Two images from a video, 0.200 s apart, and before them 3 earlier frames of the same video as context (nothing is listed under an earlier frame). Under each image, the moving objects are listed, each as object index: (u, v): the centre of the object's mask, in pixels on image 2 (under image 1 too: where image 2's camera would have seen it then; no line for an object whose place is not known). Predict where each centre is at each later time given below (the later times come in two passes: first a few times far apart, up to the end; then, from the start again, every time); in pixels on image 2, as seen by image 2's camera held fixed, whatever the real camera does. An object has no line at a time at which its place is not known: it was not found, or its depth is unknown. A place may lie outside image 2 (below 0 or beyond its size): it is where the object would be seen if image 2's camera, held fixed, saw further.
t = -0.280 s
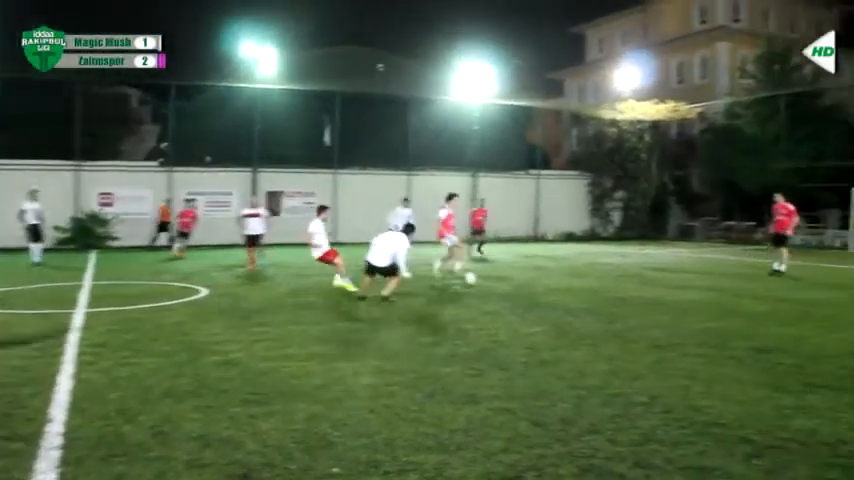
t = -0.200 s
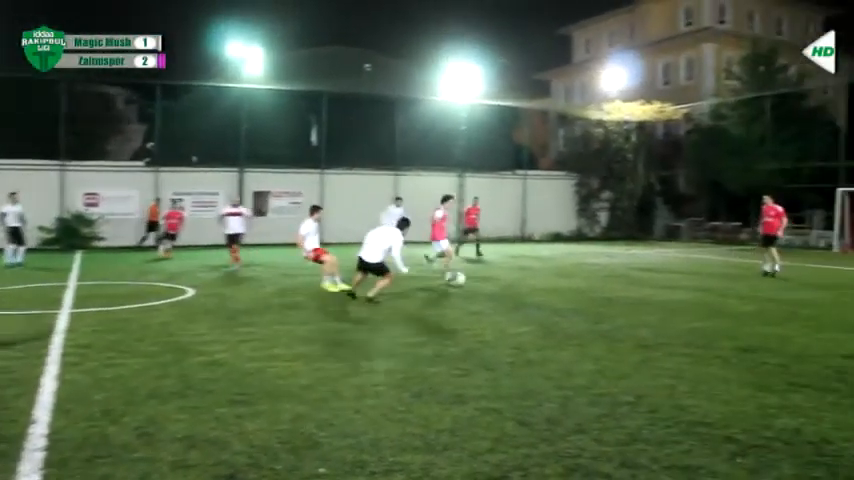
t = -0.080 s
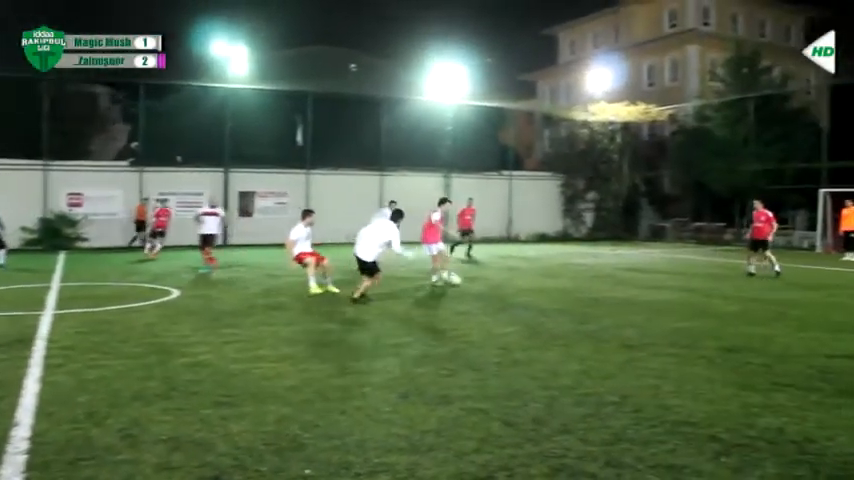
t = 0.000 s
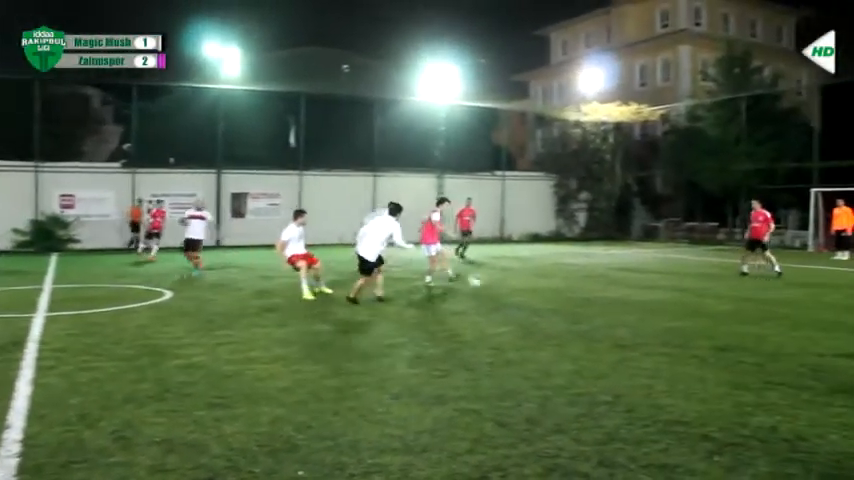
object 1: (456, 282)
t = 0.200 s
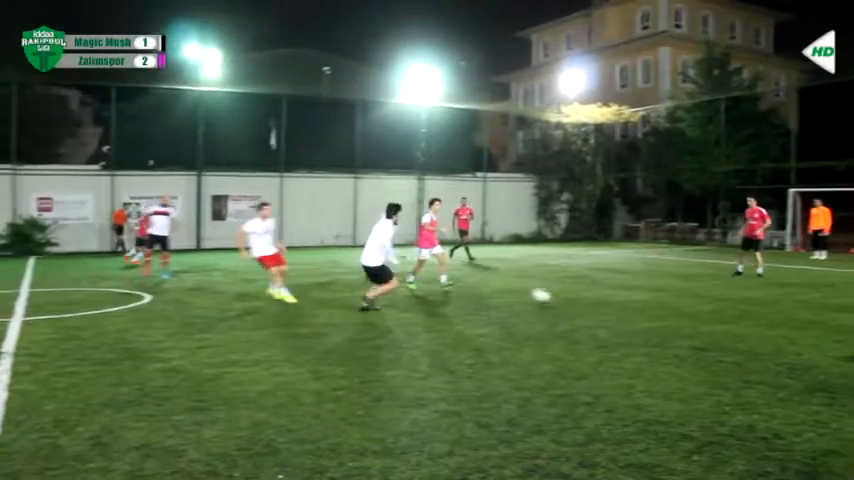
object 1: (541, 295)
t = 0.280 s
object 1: (578, 297)
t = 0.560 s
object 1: (723, 321)
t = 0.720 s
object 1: (813, 331)
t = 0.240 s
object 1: (558, 295)
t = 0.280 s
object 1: (578, 297)
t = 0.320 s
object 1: (596, 301)
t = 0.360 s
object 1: (617, 306)
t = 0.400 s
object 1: (636, 308)
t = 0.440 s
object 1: (657, 309)
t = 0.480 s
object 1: (678, 312)
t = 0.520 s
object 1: (700, 316)
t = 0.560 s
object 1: (723, 321)
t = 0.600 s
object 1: (744, 322)
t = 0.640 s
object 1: (766, 323)
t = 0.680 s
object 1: (790, 326)
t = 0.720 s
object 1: (813, 331)
